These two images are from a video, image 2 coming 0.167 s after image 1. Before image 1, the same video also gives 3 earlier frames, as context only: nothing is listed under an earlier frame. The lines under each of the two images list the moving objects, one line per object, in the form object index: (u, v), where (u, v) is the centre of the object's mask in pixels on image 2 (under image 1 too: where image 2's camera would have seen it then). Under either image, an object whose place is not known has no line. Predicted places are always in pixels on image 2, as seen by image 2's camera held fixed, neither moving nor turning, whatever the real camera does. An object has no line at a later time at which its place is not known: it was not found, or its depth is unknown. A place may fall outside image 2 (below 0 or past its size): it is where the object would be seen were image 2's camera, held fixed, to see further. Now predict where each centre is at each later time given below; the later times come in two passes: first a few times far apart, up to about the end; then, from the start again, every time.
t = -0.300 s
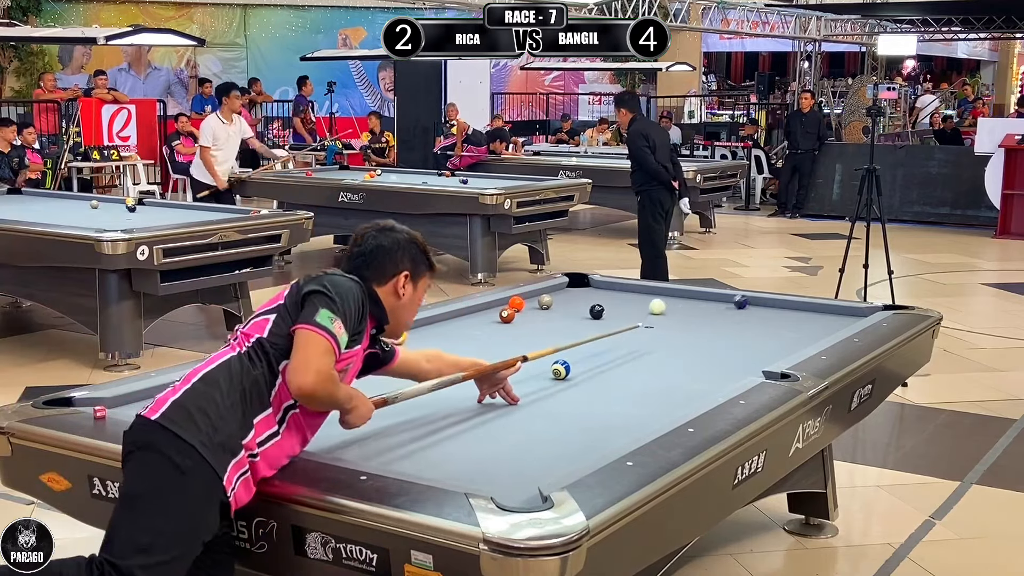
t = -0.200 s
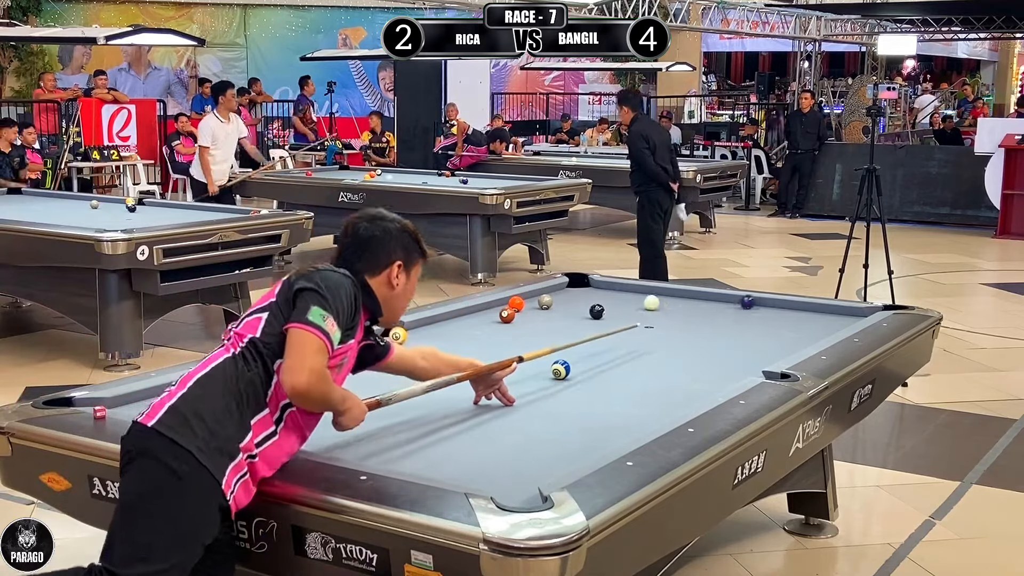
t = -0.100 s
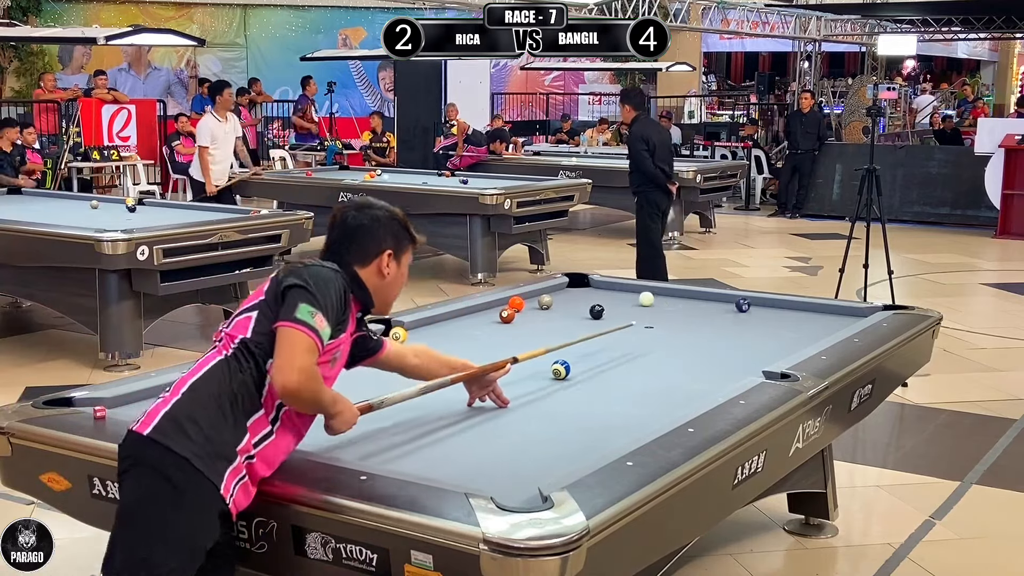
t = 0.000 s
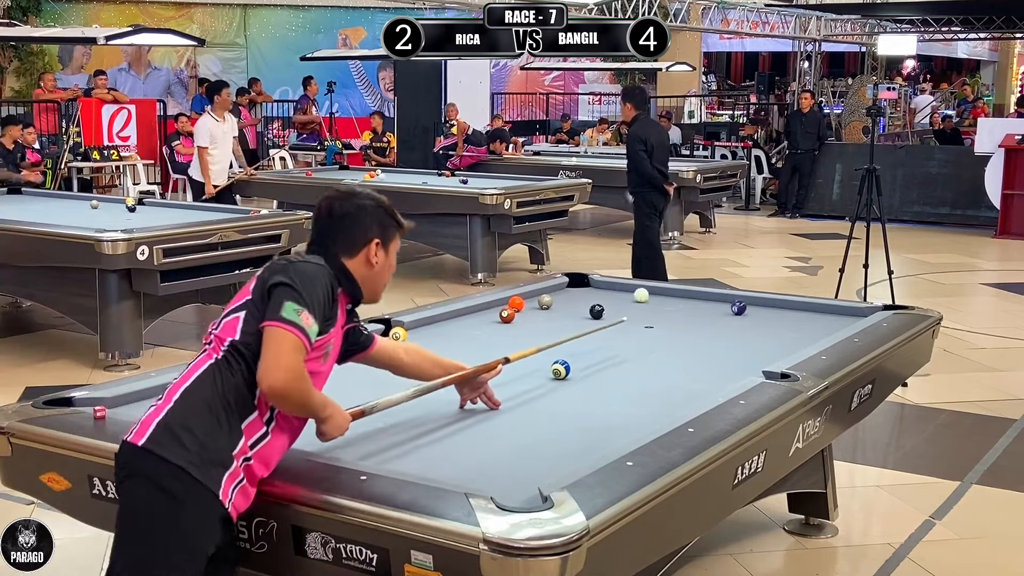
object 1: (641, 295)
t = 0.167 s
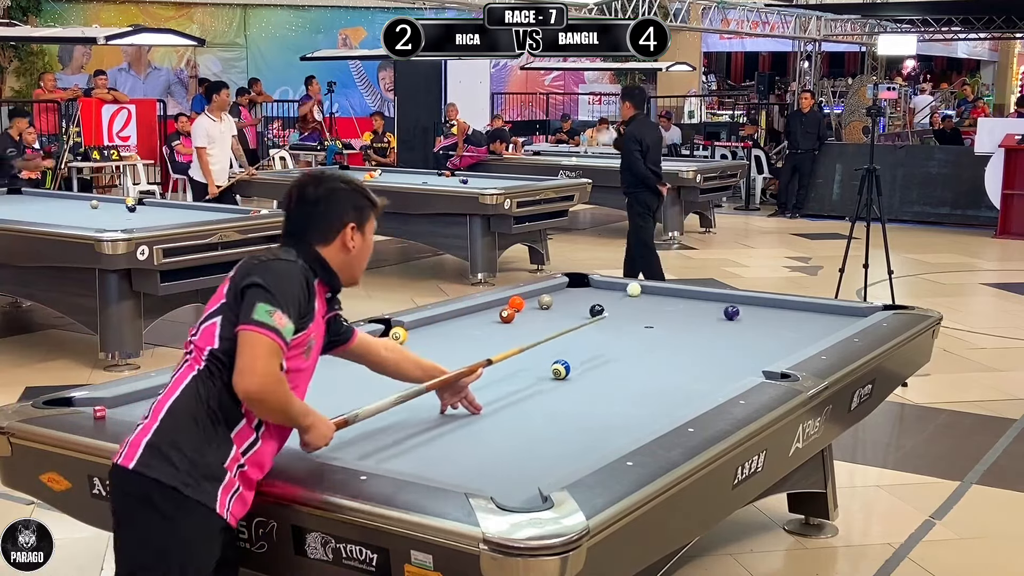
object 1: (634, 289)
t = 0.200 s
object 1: (632, 288)
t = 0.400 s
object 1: (614, 288)
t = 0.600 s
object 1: (594, 288)
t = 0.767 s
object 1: (577, 289)
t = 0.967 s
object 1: (558, 289)
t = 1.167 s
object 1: (550, 290)
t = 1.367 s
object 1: (549, 292)
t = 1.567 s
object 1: (549, 293)
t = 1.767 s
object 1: (549, 295)
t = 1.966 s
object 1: (549, 296)
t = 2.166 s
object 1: (550, 297)
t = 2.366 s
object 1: (550, 299)
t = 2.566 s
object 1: (550, 299)
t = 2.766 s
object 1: (550, 299)
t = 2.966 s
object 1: (550, 299)
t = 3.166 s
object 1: (550, 300)
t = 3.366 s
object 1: (550, 300)
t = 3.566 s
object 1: (550, 300)
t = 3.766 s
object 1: (550, 300)
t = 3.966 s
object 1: (549, 300)
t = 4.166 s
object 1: (549, 300)
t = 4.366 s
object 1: (550, 299)
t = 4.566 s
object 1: (549, 300)
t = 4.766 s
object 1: (550, 300)
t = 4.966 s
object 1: (549, 300)
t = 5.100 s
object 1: (549, 300)
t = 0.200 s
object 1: (632, 288)
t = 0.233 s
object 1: (631, 287)
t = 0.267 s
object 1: (628, 287)
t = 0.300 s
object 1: (624, 287)
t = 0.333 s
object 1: (621, 288)
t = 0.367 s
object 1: (617, 287)
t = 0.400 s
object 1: (614, 288)
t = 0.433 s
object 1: (610, 288)
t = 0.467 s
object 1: (607, 288)
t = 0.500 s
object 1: (604, 288)
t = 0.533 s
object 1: (600, 288)
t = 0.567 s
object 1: (597, 288)
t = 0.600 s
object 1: (594, 288)
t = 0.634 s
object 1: (590, 288)
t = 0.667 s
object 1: (587, 289)
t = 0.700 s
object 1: (584, 289)
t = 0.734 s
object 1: (581, 289)
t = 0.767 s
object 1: (577, 289)
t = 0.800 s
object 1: (574, 289)
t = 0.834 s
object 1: (571, 289)
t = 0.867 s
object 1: (568, 289)
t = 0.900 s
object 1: (565, 289)
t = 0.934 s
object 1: (561, 289)
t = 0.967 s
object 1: (558, 289)
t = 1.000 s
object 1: (555, 290)
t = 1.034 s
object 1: (552, 290)
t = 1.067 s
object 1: (550, 290)
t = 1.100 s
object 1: (550, 290)
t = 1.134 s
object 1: (550, 290)
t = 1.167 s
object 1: (550, 290)
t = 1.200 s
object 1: (549, 290)
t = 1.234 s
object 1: (549, 291)
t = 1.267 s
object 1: (549, 291)
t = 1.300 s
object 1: (549, 291)
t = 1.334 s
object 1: (549, 292)
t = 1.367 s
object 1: (549, 292)
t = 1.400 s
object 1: (549, 292)
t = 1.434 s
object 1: (549, 292)
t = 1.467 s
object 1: (549, 292)
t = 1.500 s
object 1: (549, 292)
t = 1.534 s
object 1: (549, 293)
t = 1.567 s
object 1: (549, 293)
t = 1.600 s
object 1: (549, 293)
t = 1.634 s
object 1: (549, 294)
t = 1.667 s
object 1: (549, 294)
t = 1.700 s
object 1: (549, 294)
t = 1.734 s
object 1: (549, 294)
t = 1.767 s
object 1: (549, 295)
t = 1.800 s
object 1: (549, 295)
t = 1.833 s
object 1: (549, 295)
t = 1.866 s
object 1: (549, 295)
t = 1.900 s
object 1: (549, 295)
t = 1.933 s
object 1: (549, 296)
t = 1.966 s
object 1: (549, 296)
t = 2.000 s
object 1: (549, 296)
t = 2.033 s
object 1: (550, 297)
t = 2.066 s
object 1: (550, 297)
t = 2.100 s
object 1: (549, 297)
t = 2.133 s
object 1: (550, 297)
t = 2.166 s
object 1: (550, 297)
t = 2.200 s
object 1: (550, 298)
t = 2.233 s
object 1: (550, 298)
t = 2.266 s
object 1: (550, 299)
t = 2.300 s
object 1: (550, 299)
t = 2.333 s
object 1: (550, 299)
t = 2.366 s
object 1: (550, 299)
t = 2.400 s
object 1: (550, 299)
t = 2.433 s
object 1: (550, 299)
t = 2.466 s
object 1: (550, 299)
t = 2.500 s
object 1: (550, 299)
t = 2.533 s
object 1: (550, 299)
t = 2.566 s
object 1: (550, 299)
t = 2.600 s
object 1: (550, 299)
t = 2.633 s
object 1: (550, 299)
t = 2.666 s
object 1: (550, 299)
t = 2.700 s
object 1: (550, 299)
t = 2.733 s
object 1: (550, 299)
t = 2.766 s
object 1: (550, 299)
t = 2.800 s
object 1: (550, 299)
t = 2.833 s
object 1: (550, 299)
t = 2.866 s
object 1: (550, 299)
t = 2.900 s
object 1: (550, 299)
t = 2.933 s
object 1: (550, 299)
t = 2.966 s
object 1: (550, 299)
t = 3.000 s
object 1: (550, 299)
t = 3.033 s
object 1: (550, 299)
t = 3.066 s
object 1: (550, 300)
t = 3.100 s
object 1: (550, 300)
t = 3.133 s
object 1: (550, 299)
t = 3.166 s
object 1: (550, 300)
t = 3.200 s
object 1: (550, 299)
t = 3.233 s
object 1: (550, 299)
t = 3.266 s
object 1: (550, 299)
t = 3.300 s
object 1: (550, 299)
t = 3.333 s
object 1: (550, 299)
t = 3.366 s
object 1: (550, 300)
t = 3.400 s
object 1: (550, 300)
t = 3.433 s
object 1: (550, 300)
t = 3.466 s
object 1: (550, 300)
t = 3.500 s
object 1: (550, 300)
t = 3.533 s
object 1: (550, 300)
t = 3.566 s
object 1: (550, 300)
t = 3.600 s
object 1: (550, 300)
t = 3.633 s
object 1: (550, 300)
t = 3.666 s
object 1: (550, 300)
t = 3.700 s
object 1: (550, 300)
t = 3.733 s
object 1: (550, 300)
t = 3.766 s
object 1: (550, 300)
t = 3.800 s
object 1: (549, 300)
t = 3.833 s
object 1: (550, 300)
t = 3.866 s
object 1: (550, 300)
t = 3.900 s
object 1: (550, 300)
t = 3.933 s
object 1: (550, 299)
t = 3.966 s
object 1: (549, 300)
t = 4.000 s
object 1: (549, 300)
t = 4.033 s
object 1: (549, 300)
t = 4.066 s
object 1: (550, 299)
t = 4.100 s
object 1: (549, 300)
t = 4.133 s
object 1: (549, 300)
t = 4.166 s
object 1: (549, 300)
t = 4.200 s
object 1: (549, 300)
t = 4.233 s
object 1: (549, 300)
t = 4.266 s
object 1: (549, 299)
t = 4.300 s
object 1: (549, 300)
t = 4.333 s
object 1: (549, 300)
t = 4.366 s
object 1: (550, 299)
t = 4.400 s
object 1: (550, 300)
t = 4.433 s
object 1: (549, 300)
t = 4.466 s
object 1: (549, 300)
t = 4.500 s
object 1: (550, 300)
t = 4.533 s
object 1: (549, 300)
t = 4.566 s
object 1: (549, 300)
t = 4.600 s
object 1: (550, 300)
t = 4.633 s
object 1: (550, 299)
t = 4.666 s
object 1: (550, 300)
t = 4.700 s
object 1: (550, 300)
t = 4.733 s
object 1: (549, 300)
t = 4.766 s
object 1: (550, 300)
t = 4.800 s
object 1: (549, 300)
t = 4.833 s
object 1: (550, 300)
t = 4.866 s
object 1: (549, 300)
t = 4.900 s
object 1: (549, 300)
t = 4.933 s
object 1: (549, 300)
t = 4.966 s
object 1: (549, 300)
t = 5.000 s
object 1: (549, 300)
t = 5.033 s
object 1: (549, 300)
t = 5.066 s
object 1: (549, 300)
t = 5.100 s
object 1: (549, 300)
